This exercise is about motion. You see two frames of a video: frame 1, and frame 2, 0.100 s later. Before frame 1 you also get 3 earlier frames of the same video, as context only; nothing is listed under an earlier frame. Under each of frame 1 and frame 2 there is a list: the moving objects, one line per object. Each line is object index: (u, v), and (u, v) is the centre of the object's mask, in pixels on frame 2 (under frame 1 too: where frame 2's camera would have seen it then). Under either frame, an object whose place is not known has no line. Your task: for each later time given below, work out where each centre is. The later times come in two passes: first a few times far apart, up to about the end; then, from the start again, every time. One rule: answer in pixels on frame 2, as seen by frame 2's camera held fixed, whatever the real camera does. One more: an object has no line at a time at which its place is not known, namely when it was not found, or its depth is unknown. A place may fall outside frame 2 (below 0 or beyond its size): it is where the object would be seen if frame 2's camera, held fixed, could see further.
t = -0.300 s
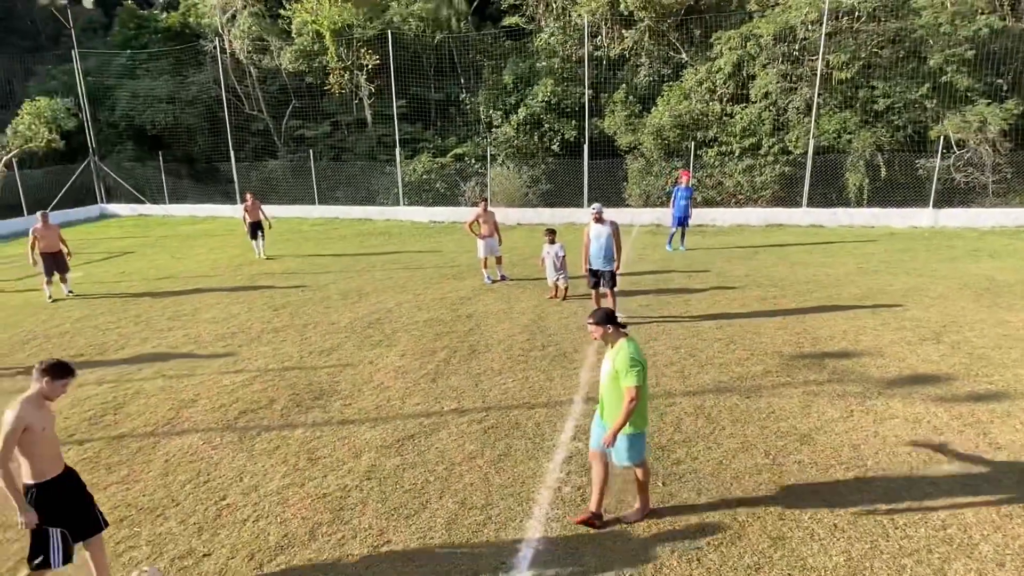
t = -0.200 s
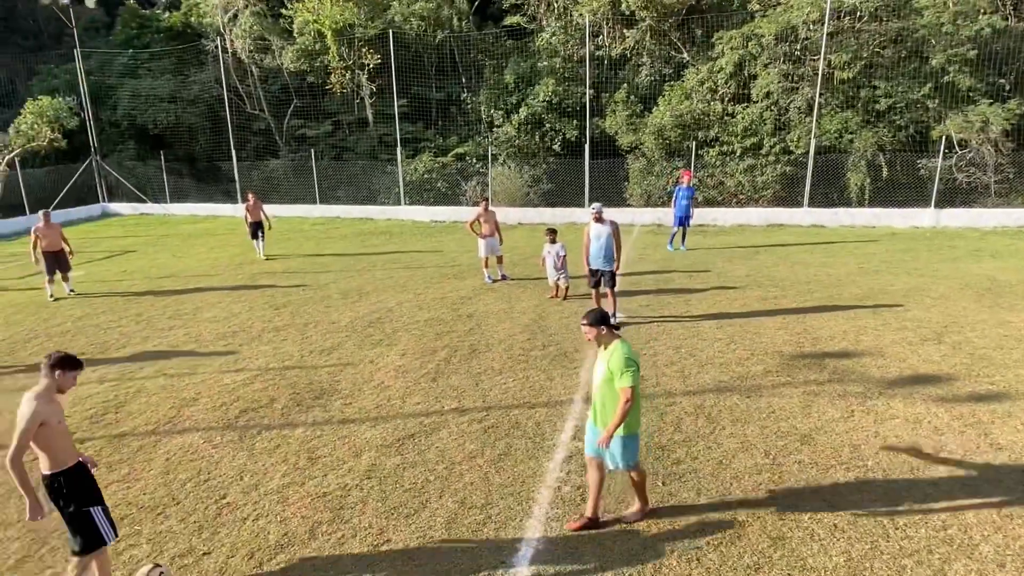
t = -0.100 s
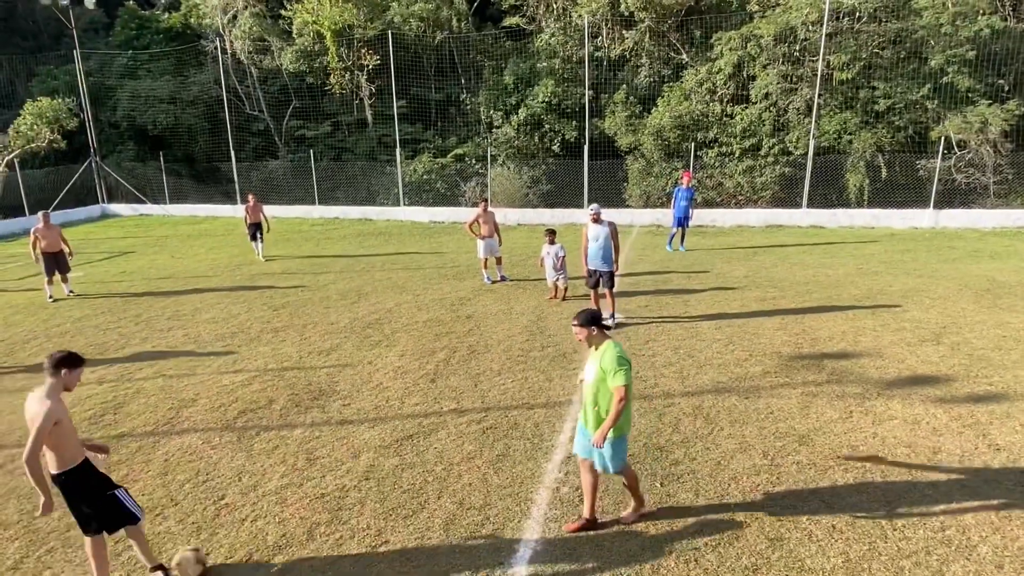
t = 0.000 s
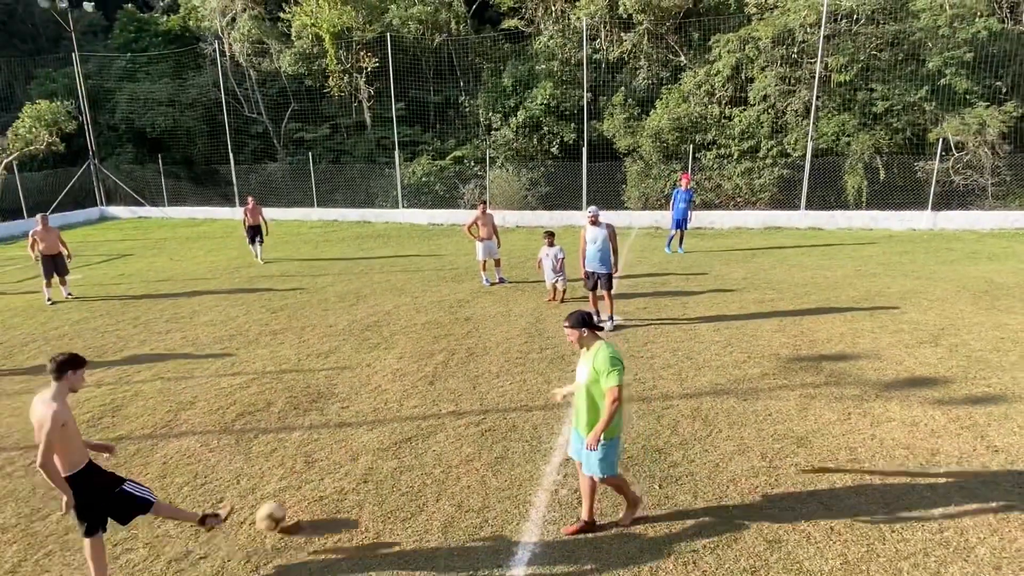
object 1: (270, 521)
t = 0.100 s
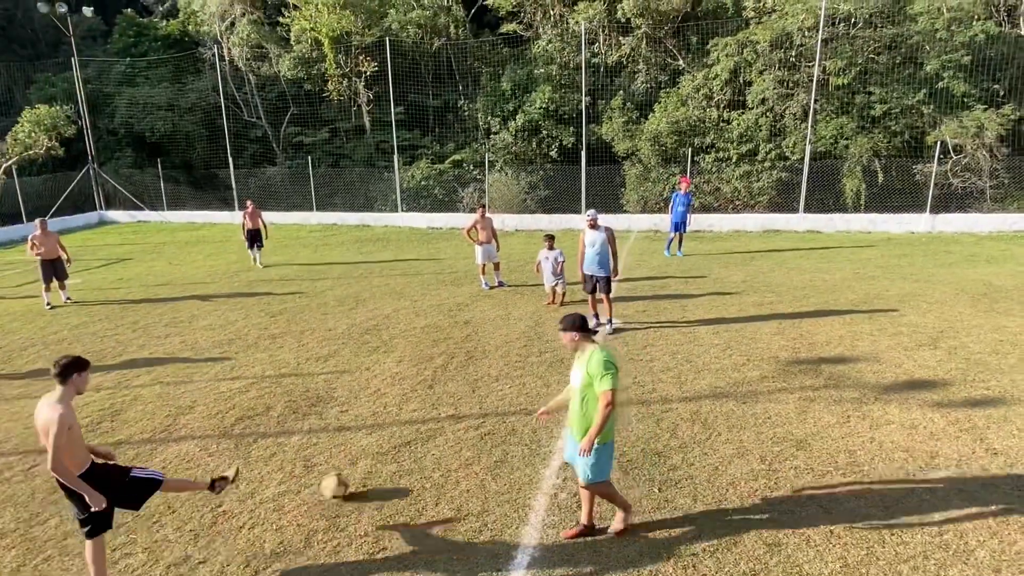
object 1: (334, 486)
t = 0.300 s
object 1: (422, 440)
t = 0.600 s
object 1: (505, 390)
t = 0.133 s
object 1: (350, 475)
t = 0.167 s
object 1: (367, 467)
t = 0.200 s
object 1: (383, 459)
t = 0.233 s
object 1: (397, 451)
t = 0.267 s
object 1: (409, 447)
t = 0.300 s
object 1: (422, 440)
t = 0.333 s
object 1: (433, 432)
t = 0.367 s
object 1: (444, 424)
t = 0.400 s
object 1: (453, 417)
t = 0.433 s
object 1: (463, 413)
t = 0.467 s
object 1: (472, 408)
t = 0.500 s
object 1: (482, 405)
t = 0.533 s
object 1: (489, 400)
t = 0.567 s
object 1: (497, 395)
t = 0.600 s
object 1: (505, 390)
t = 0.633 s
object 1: (511, 384)
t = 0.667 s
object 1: (519, 380)
